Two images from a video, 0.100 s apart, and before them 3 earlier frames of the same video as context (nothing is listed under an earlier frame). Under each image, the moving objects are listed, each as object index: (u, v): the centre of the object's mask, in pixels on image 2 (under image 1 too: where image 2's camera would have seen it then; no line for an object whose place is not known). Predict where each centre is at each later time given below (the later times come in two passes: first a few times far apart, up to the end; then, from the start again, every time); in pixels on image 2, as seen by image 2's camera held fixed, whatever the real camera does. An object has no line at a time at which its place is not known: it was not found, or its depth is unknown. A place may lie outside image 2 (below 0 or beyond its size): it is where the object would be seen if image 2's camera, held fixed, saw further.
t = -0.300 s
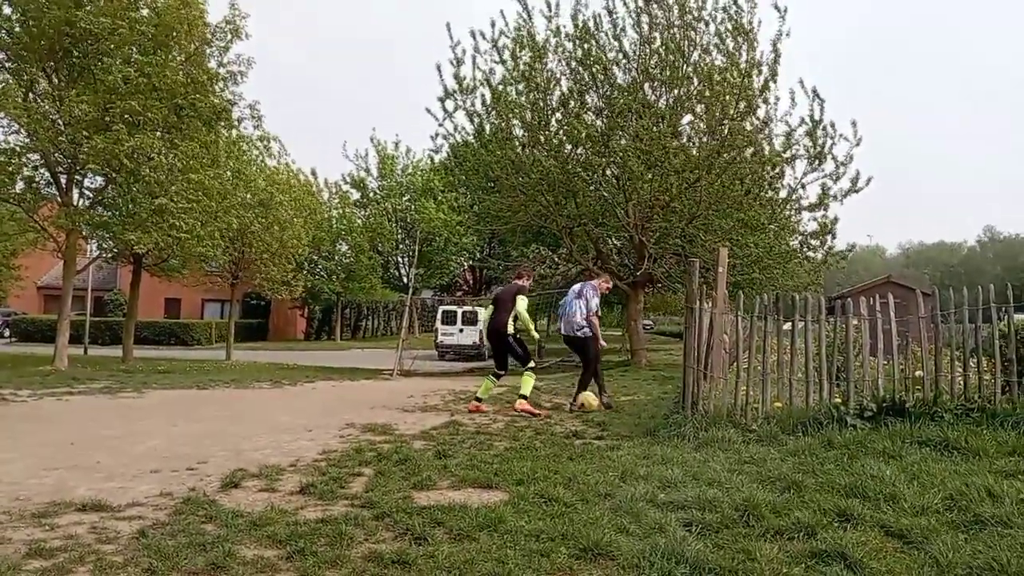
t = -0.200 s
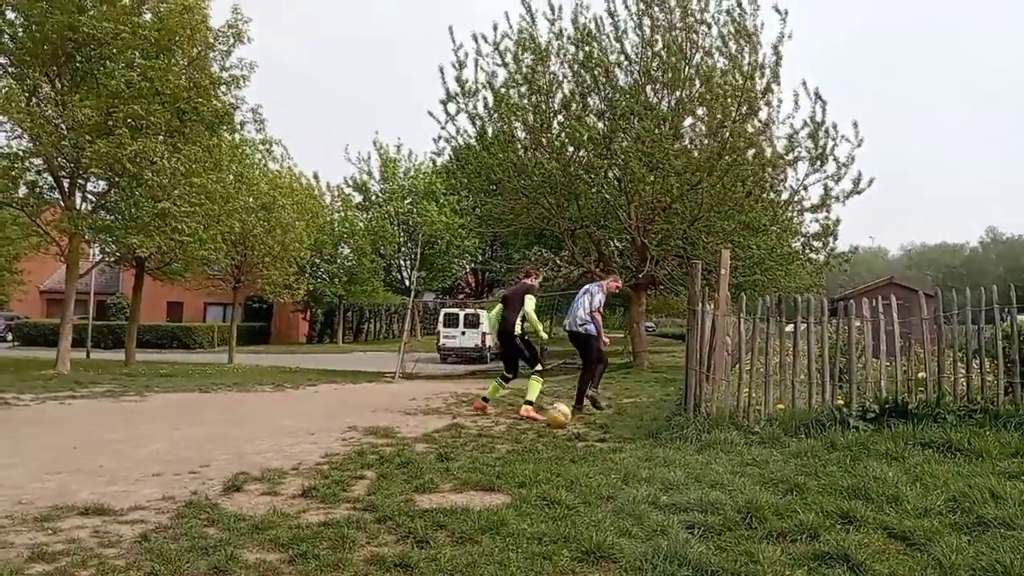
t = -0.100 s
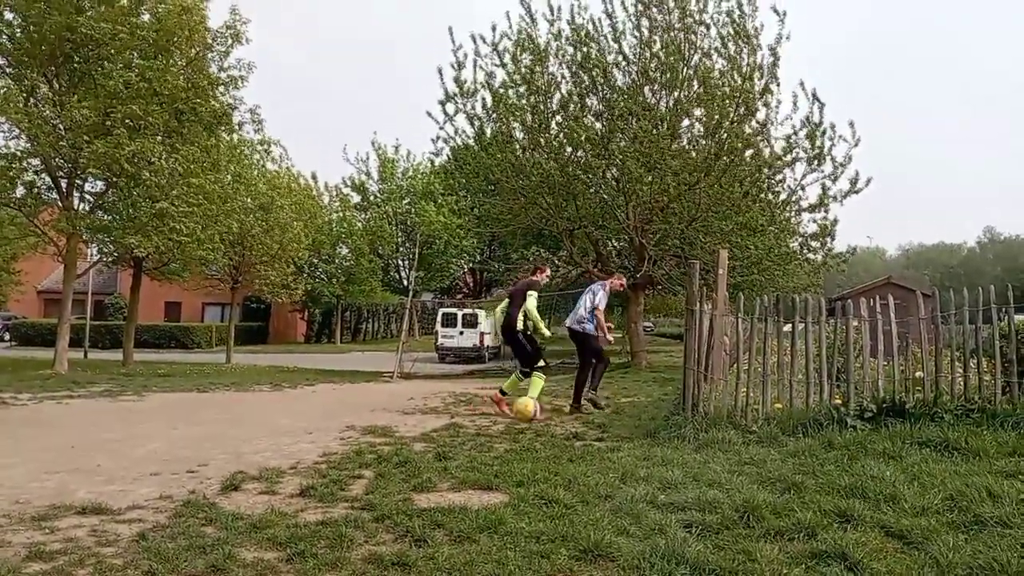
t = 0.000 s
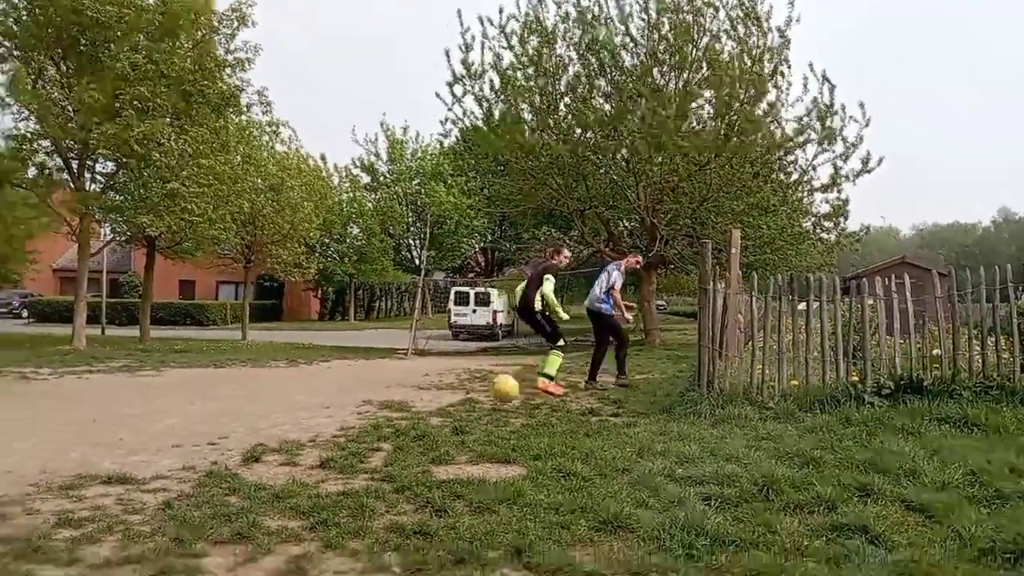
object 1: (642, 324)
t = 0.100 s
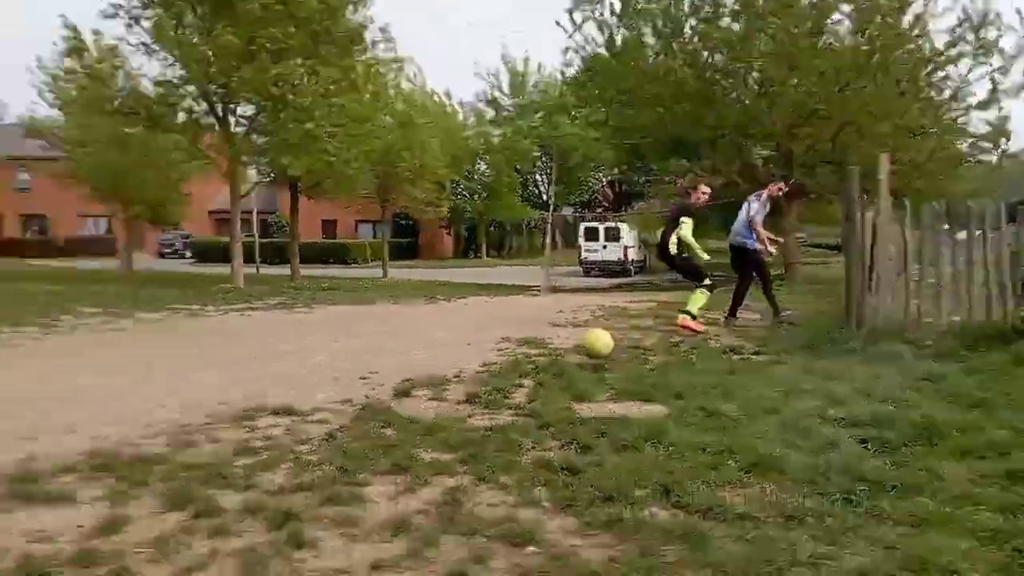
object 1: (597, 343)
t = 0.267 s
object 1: (519, 356)
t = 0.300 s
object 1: (503, 362)
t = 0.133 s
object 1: (580, 352)
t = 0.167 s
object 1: (567, 354)
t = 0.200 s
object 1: (551, 355)
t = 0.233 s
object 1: (536, 353)
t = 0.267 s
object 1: (519, 356)
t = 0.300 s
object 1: (503, 362)
